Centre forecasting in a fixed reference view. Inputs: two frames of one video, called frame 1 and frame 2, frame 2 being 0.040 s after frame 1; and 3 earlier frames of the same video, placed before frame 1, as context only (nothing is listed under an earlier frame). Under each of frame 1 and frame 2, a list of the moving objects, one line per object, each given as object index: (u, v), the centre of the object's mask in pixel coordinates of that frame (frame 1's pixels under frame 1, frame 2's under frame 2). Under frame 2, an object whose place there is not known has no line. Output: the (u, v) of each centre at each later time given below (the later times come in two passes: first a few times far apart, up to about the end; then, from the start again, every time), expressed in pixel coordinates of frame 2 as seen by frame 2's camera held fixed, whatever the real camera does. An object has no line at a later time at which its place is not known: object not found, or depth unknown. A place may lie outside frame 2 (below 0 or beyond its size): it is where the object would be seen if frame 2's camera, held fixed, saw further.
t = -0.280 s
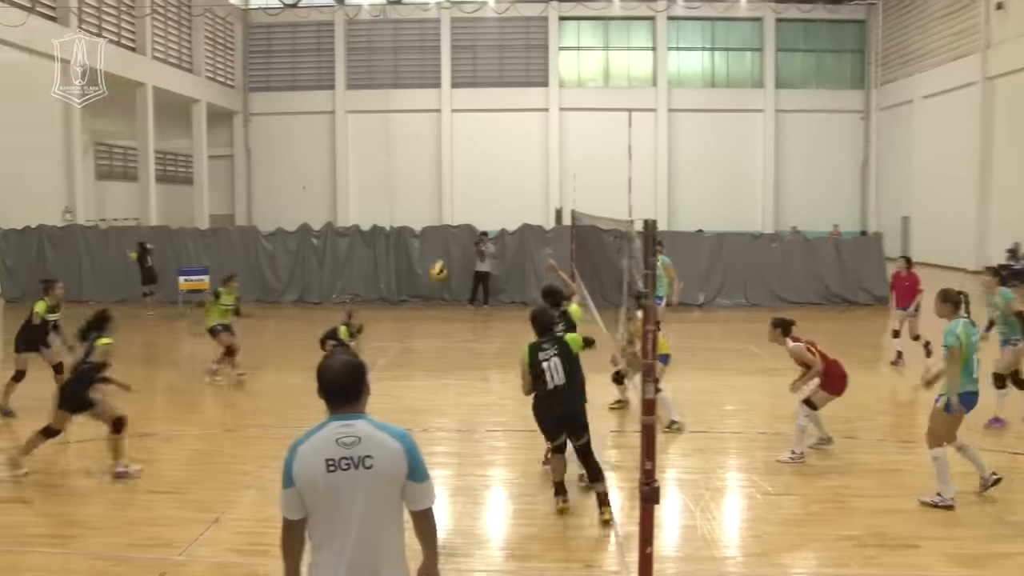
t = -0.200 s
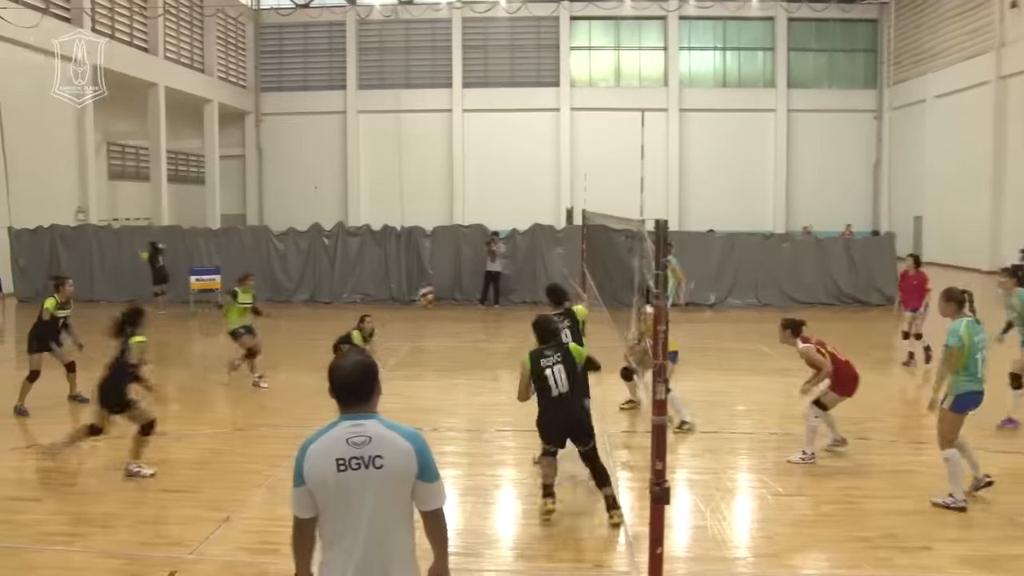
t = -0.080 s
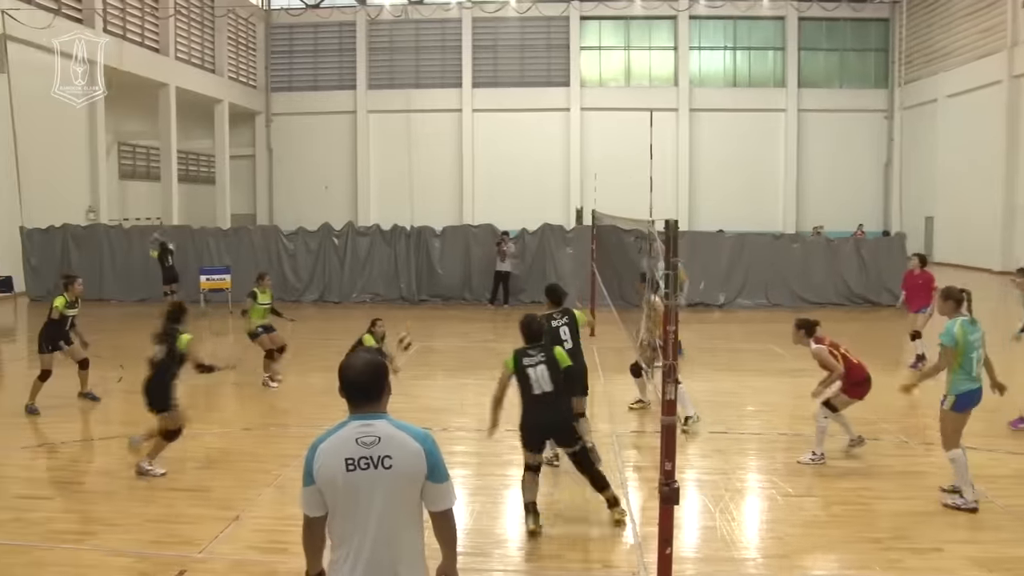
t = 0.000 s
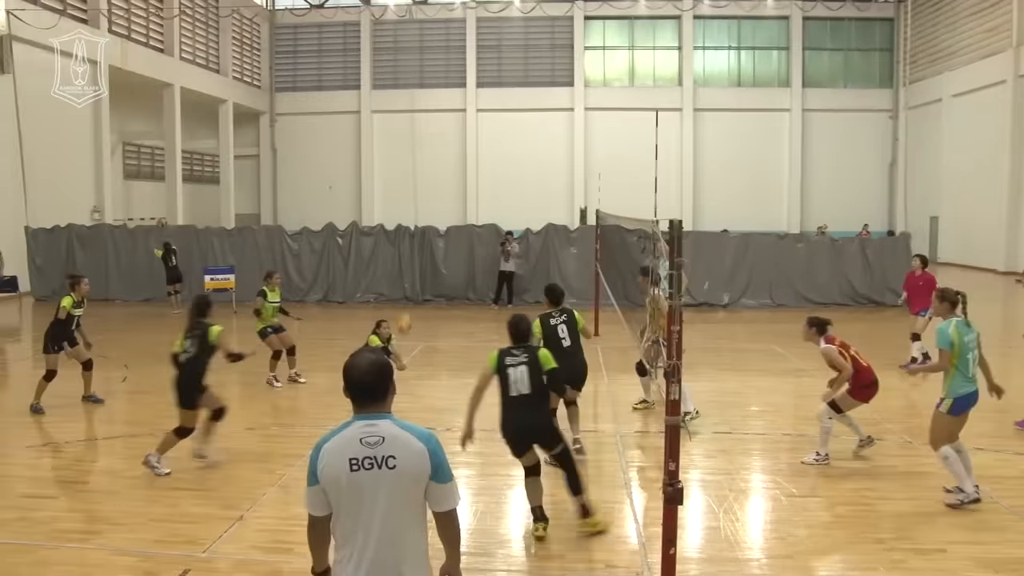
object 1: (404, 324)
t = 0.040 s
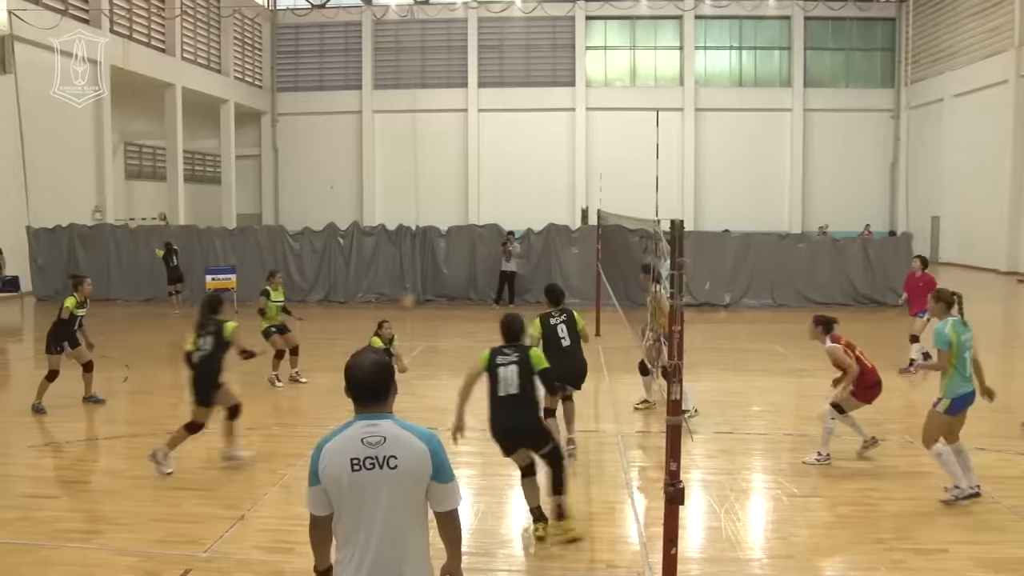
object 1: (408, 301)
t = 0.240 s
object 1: (423, 208)
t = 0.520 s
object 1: (445, 123)
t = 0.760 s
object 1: (464, 101)
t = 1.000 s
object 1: (484, 126)
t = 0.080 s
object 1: (411, 284)
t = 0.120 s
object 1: (415, 261)
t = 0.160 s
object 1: (417, 241)
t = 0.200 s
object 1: (418, 224)
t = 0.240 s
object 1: (423, 208)
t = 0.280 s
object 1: (426, 192)
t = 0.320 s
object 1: (429, 177)
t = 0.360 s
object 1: (432, 165)
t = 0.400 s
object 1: (436, 152)
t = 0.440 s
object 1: (438, 142)
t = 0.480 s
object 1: (442, 132)
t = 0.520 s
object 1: (445, 123)
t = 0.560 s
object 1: (448, 117)
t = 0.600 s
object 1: (451, 111)
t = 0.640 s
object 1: (454, 107)
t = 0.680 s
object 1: (458, 104)
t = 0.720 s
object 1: (461, 102)
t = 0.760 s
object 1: (464, 101)
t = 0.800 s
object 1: (467, 102)
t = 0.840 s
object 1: (471, 104)
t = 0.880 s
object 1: (473, 108)
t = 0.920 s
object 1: (477, 112)
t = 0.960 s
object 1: (481, 118)
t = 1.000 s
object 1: (484, 126)
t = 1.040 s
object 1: (488, 135)
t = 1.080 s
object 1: (490, 145)
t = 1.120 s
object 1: (494, 157)
